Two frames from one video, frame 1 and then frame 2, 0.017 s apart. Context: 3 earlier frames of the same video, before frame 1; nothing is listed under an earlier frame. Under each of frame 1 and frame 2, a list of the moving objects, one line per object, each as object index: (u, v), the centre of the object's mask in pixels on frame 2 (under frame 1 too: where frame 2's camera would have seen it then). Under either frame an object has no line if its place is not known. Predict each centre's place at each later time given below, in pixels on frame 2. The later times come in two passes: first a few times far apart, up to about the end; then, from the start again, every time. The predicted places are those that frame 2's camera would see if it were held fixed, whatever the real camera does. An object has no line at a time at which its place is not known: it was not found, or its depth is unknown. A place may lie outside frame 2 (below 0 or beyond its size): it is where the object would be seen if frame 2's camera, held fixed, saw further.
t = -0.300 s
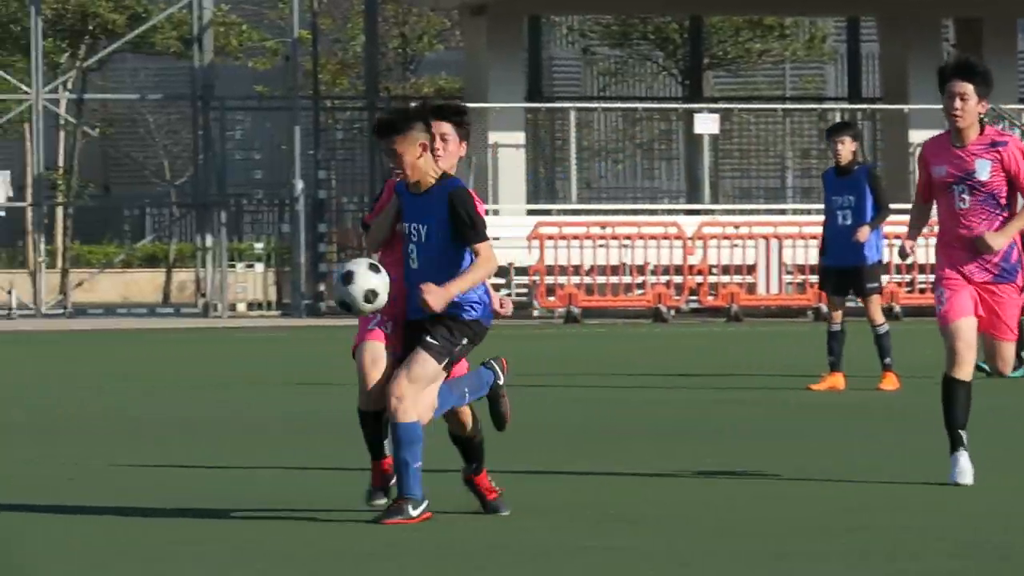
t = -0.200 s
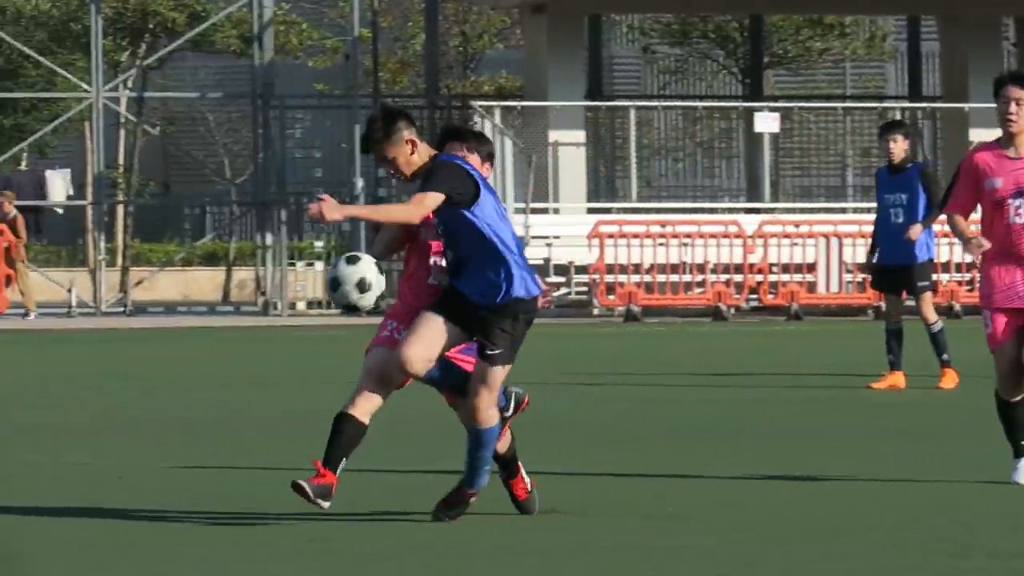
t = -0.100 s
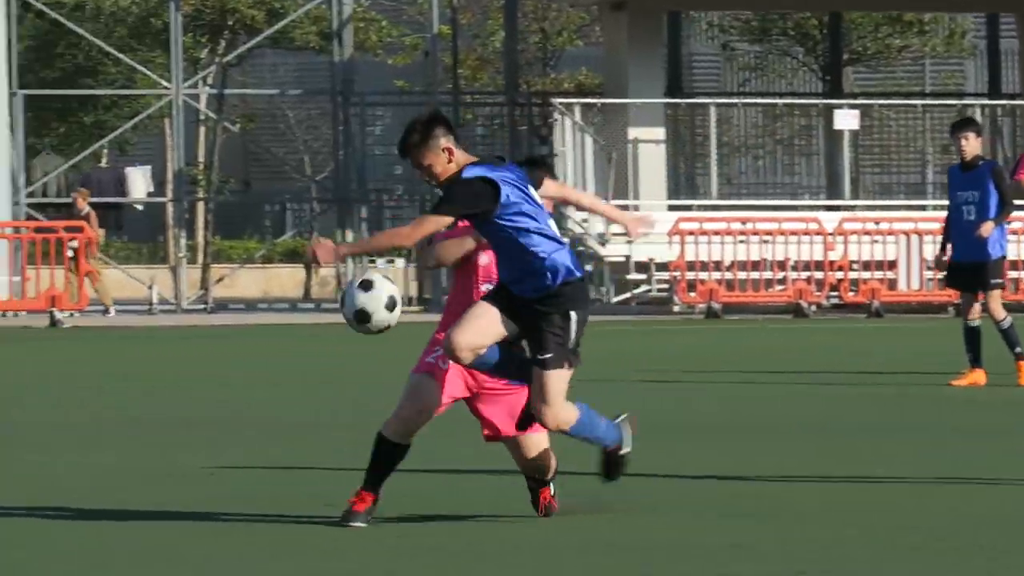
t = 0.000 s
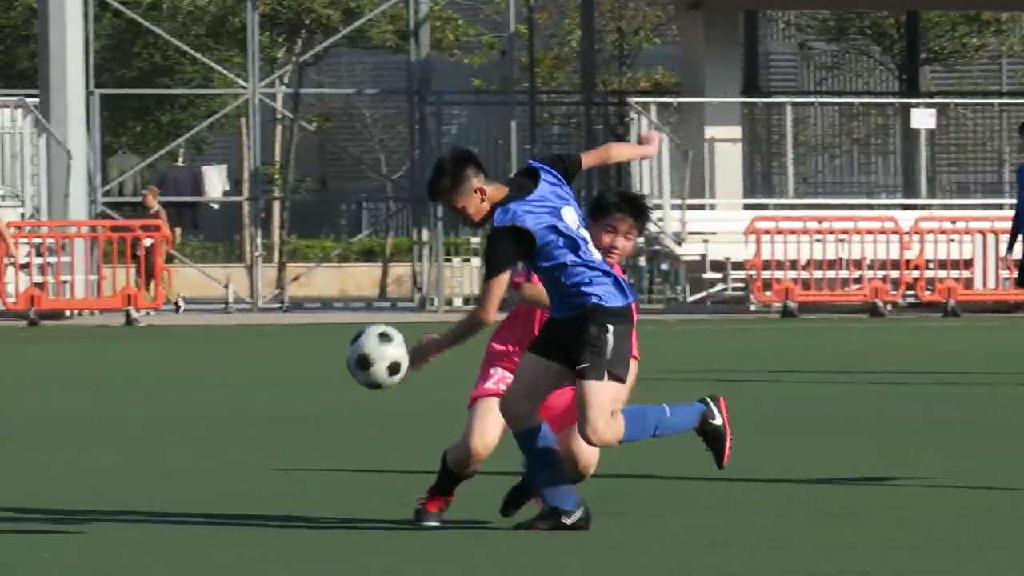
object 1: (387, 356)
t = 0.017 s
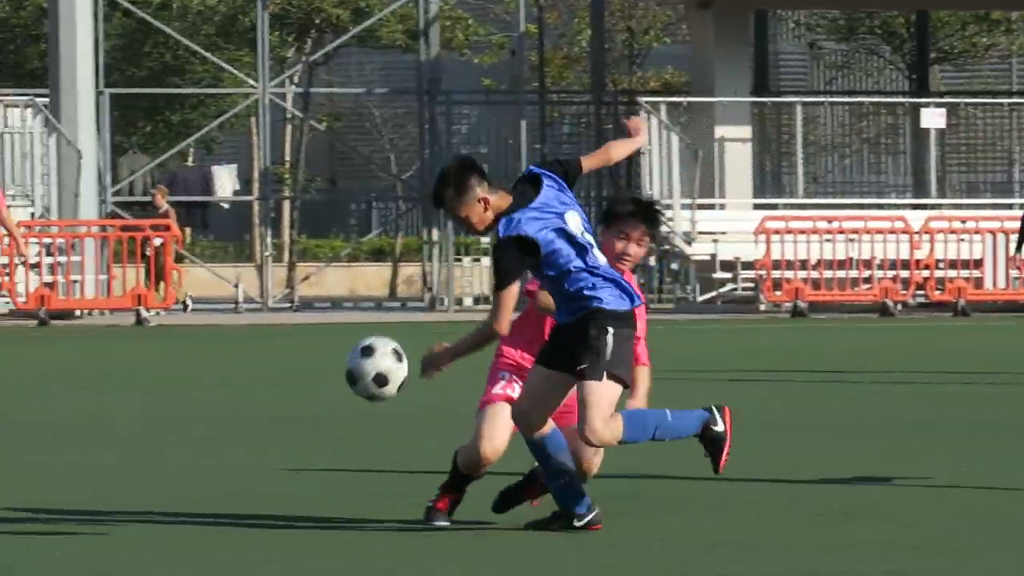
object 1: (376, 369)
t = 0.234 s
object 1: (224, 487)
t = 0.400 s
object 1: (129, 423)
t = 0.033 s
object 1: (364, 382)
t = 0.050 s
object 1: (353, 395)
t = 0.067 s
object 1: (340, 410)
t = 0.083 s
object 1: (327, 427)
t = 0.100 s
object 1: (314, 444)
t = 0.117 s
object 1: (300, 462)
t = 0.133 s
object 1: (288, 480)
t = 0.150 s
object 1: (276, 500)
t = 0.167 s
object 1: (263, 522)
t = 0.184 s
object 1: (253, 523)
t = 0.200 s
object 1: (243, 509)
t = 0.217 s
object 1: (234, 498)
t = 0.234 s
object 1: (224, 487)
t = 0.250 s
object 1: (214, 478)
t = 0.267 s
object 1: (205, 469)
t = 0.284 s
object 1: (196, 461)
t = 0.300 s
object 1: (187, 452)
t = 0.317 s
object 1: (177, 445)
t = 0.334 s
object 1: (168, 439)
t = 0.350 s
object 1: (158, 433)
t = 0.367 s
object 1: (149, 429)
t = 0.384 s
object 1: (139, 425)
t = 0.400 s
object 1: (129, 423)
